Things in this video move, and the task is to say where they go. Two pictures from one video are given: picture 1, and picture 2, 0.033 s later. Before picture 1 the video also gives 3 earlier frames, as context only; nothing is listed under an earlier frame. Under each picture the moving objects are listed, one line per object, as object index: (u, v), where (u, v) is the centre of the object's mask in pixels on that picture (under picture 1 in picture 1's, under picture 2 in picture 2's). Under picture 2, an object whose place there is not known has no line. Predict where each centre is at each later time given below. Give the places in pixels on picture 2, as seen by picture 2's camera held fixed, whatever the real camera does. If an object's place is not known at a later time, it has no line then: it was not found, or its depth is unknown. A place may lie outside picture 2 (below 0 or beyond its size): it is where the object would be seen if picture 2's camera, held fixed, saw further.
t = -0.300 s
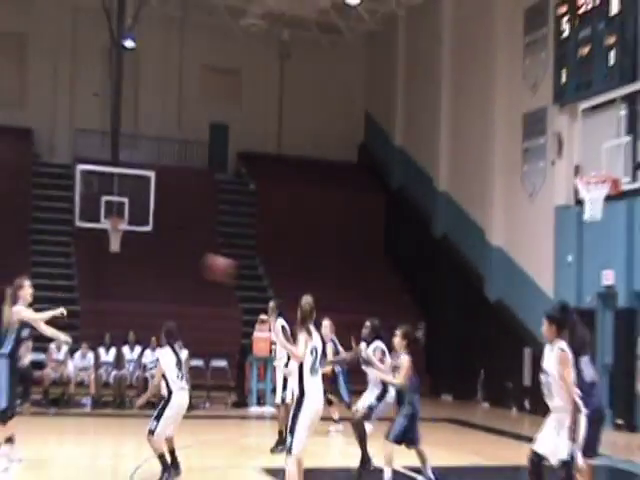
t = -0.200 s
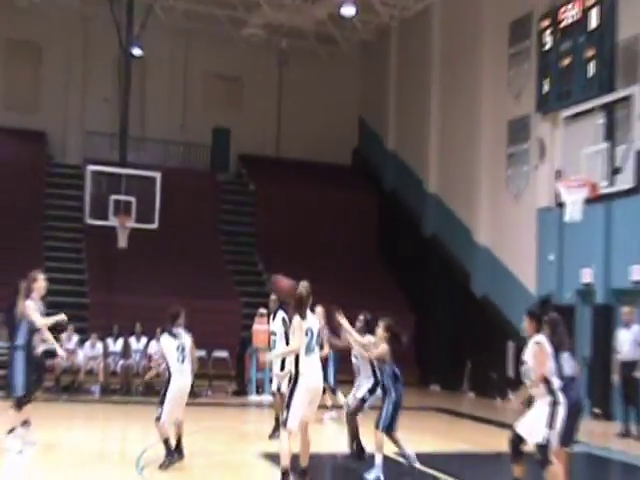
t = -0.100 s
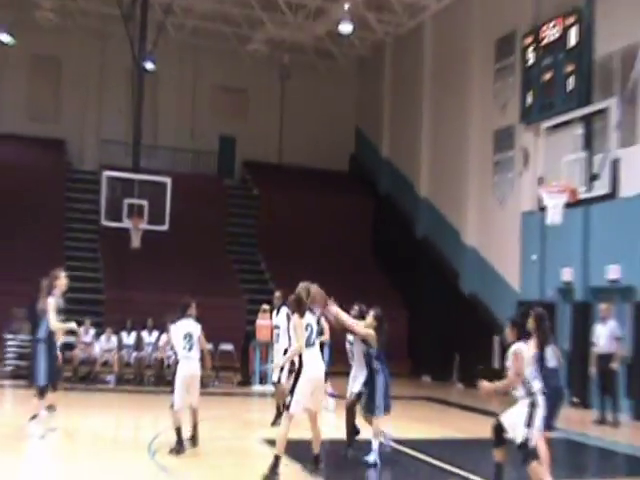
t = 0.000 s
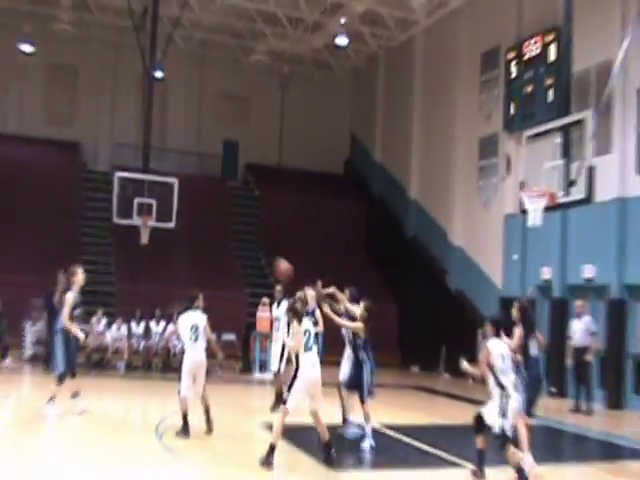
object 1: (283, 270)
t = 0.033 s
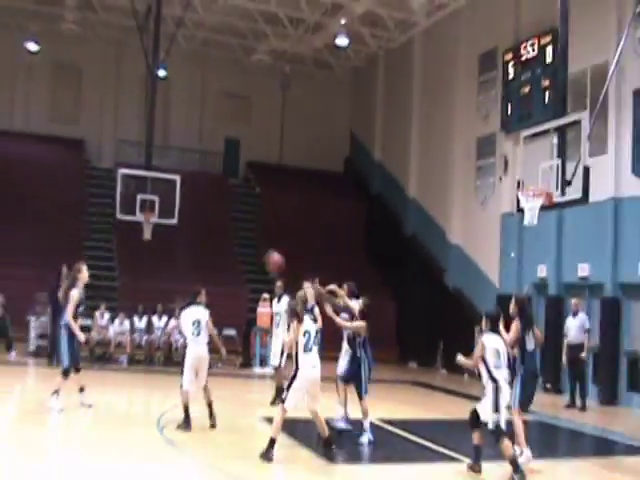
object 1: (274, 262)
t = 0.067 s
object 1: (268, 256)
